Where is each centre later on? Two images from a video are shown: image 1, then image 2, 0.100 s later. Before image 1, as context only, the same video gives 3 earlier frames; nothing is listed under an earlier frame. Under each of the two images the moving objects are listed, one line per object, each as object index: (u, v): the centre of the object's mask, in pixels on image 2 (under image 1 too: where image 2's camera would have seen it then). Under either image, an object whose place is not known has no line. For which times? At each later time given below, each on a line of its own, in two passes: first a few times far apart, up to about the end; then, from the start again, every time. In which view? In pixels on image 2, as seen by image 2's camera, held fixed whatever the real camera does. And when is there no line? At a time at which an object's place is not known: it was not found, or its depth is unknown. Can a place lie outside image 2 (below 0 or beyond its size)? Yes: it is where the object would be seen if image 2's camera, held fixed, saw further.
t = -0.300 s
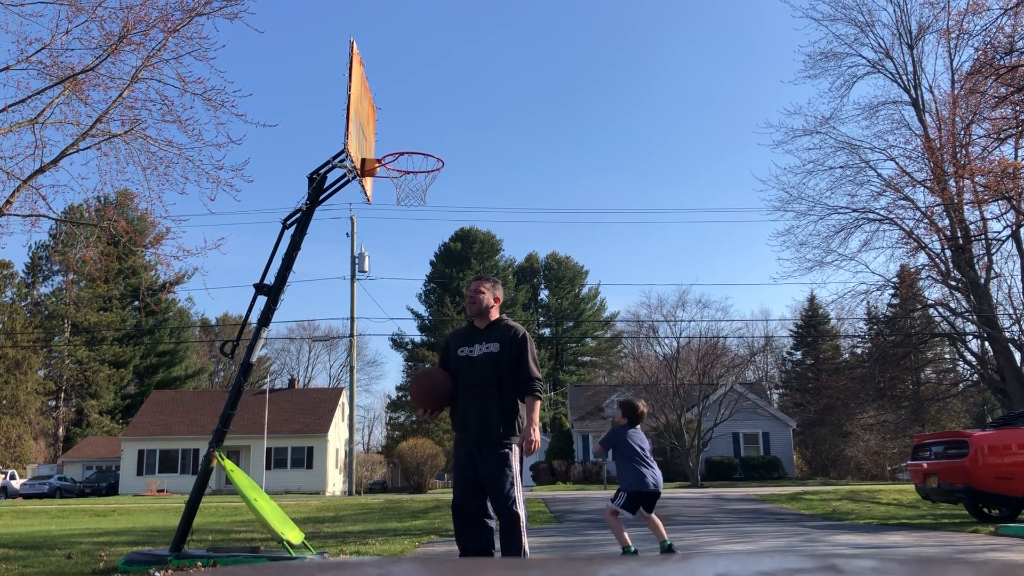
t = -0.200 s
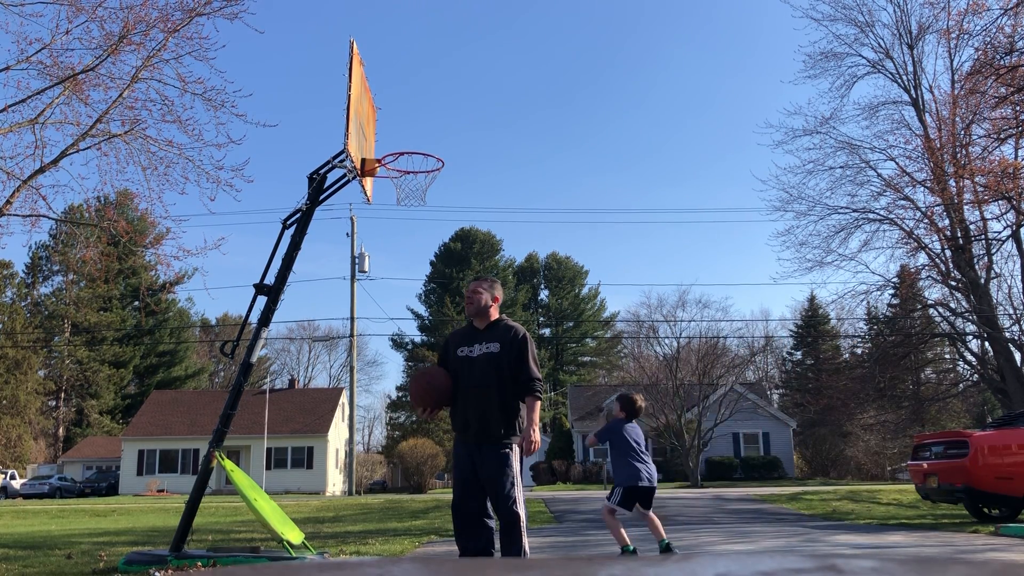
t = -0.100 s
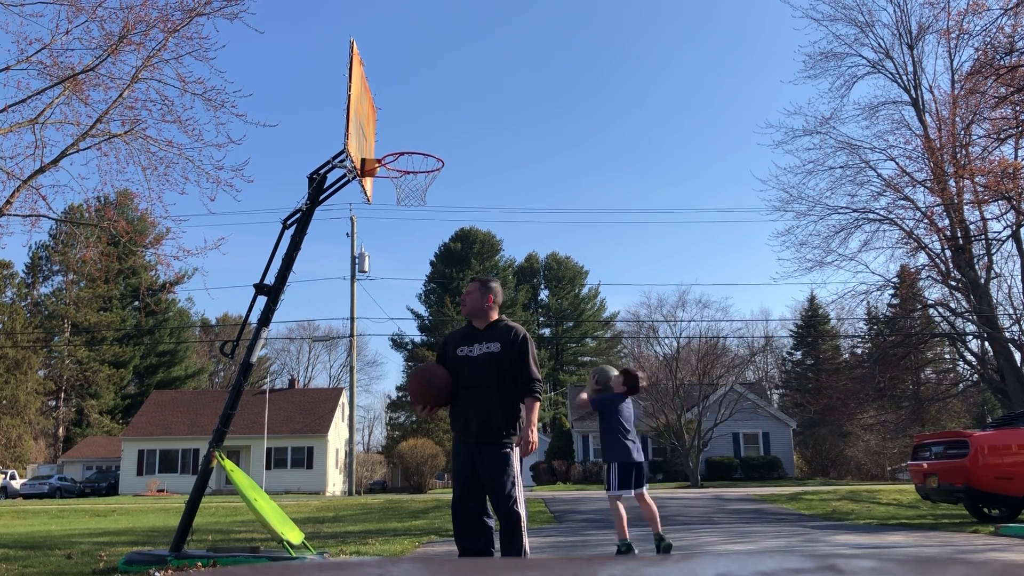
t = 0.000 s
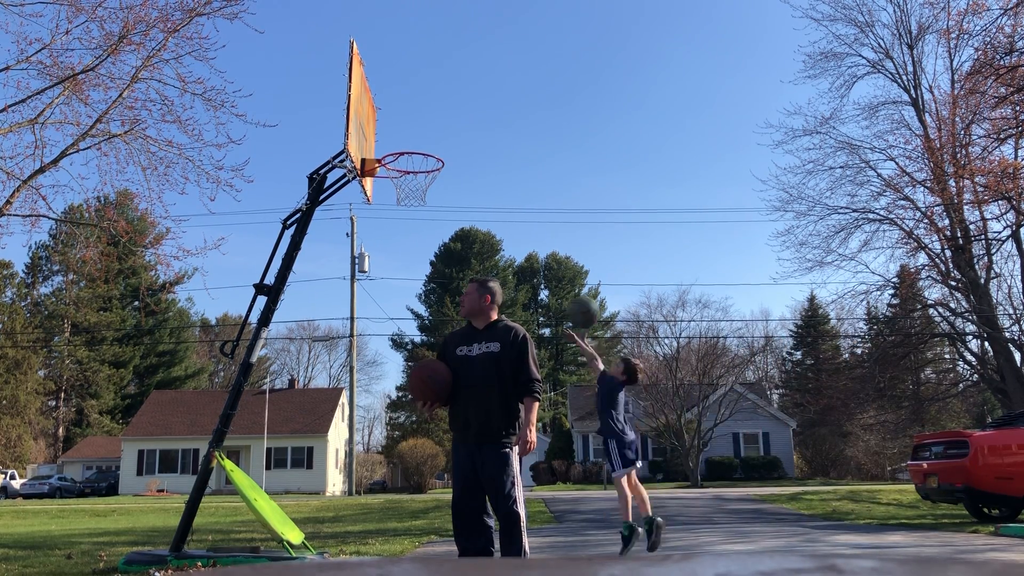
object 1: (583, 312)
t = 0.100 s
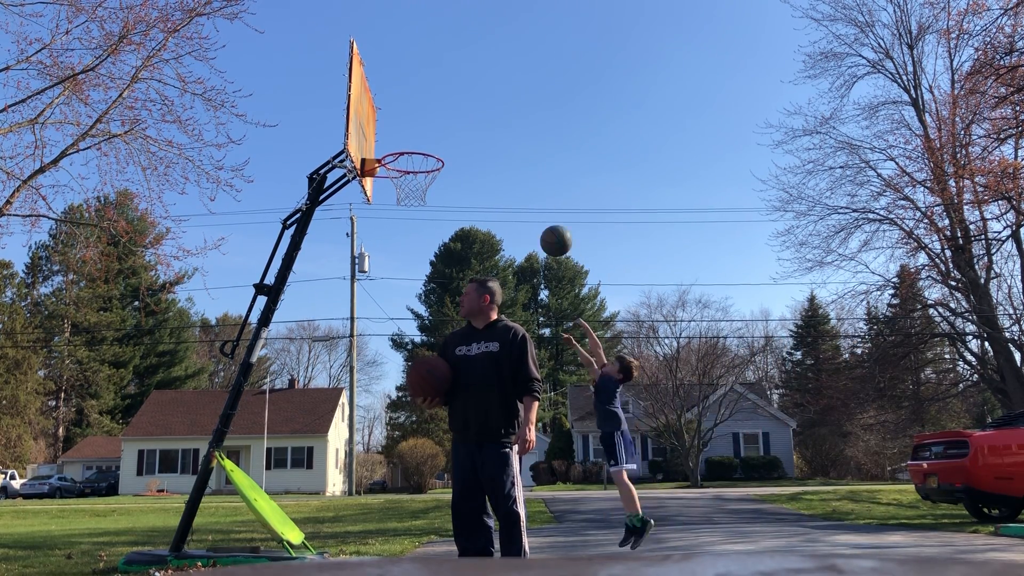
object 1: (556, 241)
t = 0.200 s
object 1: (530, 185)
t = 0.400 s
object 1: (480, 113)
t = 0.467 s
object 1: (464, 100)
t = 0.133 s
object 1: (547, 221)
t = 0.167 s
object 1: (539, 202)
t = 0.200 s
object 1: (530, 185)
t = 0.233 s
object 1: (522, 169)
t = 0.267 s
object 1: (513, 155)
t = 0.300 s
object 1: (505, 142)
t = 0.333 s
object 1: (497, 131)
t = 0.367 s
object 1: (488, 121)
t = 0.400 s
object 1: (480, 113)
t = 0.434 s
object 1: (472, 105)
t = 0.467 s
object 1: (464, 100)
